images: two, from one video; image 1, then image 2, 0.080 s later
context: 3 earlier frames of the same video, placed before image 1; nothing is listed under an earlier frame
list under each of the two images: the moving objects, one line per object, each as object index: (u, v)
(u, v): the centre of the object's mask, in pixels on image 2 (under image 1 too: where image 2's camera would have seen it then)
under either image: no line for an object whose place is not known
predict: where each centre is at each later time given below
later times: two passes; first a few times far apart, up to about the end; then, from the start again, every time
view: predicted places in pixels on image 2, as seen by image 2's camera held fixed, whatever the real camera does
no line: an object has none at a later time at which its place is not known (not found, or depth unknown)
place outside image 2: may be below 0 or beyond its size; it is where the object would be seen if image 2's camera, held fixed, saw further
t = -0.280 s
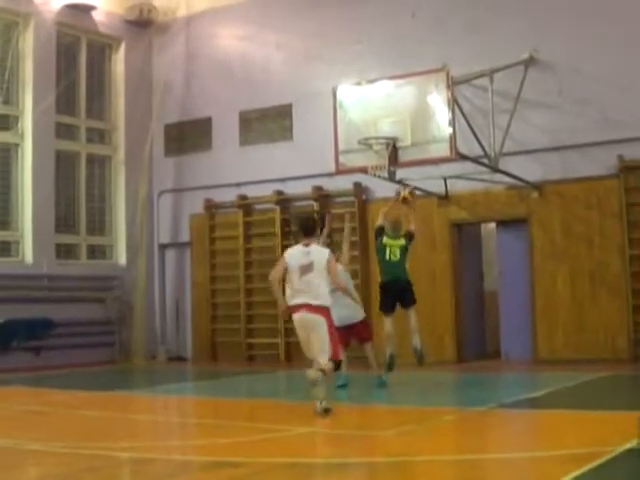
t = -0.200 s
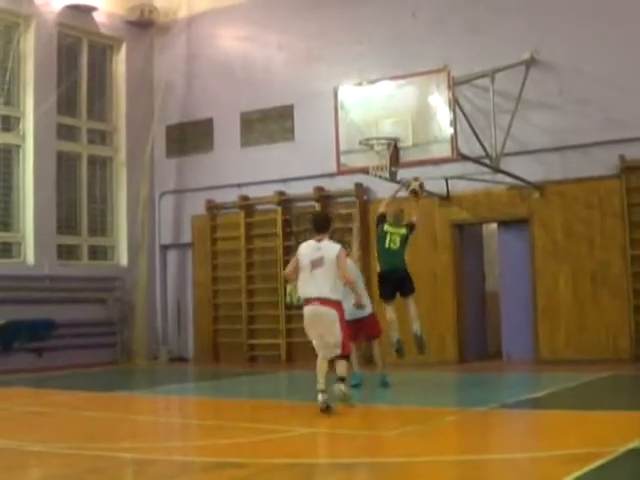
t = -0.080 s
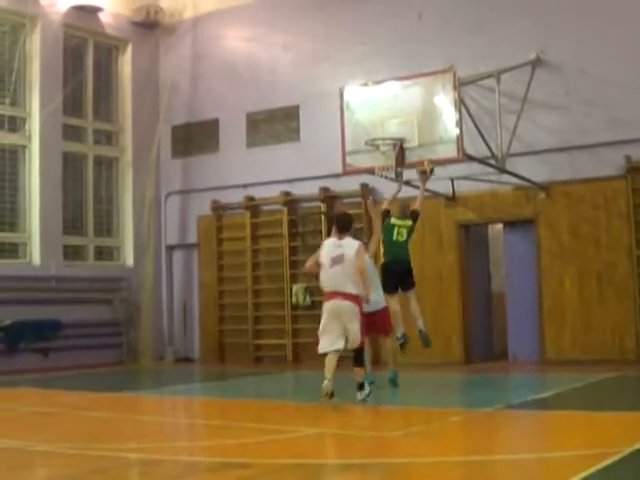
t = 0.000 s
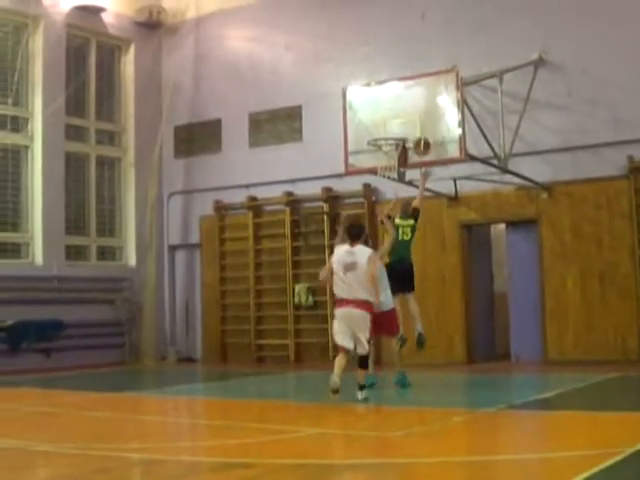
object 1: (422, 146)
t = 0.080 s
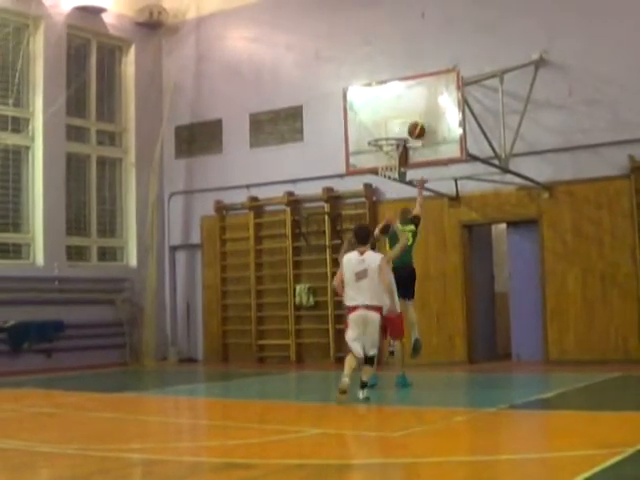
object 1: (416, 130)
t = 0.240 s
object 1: (398, 122)
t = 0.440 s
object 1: (377, 140)
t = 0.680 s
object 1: (406, 168)
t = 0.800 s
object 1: (413, 185)
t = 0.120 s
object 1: (412, 126)
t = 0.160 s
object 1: (407, 124)
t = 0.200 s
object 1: (403, 123)
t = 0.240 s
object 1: (398, 122)
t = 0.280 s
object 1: (393, 124)
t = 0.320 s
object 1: (389, 126)
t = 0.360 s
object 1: (385, 130)
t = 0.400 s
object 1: (380, 135)
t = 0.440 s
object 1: (377, 140)
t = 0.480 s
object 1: (381, 144)
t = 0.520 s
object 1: (388, 149)
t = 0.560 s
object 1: (394, 153)
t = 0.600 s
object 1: (399, 158)
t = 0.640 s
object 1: (401, 158)
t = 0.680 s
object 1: (406, 168)
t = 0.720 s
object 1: (409, 173)
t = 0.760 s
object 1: (413, 178)
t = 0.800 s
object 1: (413, 185)
